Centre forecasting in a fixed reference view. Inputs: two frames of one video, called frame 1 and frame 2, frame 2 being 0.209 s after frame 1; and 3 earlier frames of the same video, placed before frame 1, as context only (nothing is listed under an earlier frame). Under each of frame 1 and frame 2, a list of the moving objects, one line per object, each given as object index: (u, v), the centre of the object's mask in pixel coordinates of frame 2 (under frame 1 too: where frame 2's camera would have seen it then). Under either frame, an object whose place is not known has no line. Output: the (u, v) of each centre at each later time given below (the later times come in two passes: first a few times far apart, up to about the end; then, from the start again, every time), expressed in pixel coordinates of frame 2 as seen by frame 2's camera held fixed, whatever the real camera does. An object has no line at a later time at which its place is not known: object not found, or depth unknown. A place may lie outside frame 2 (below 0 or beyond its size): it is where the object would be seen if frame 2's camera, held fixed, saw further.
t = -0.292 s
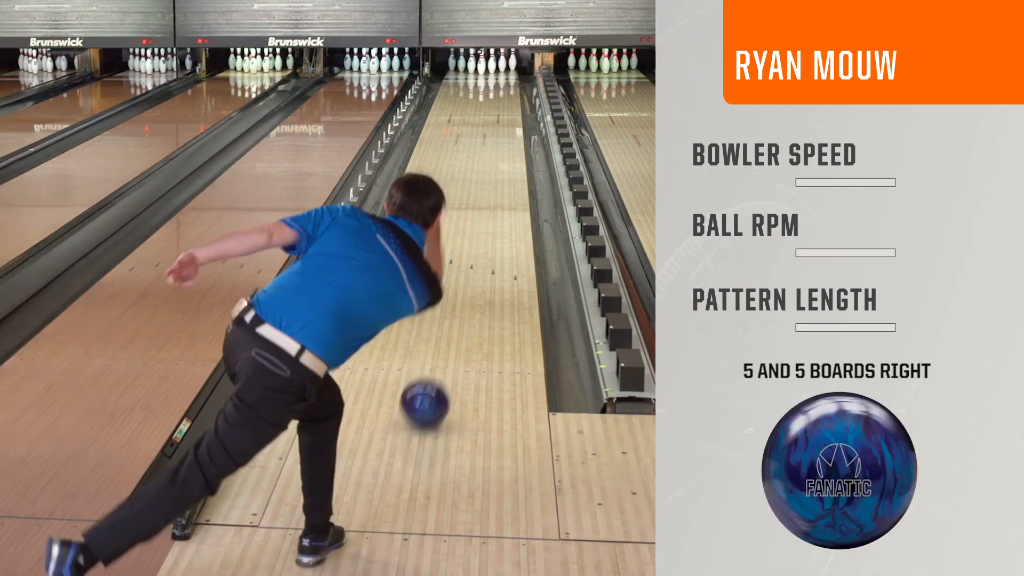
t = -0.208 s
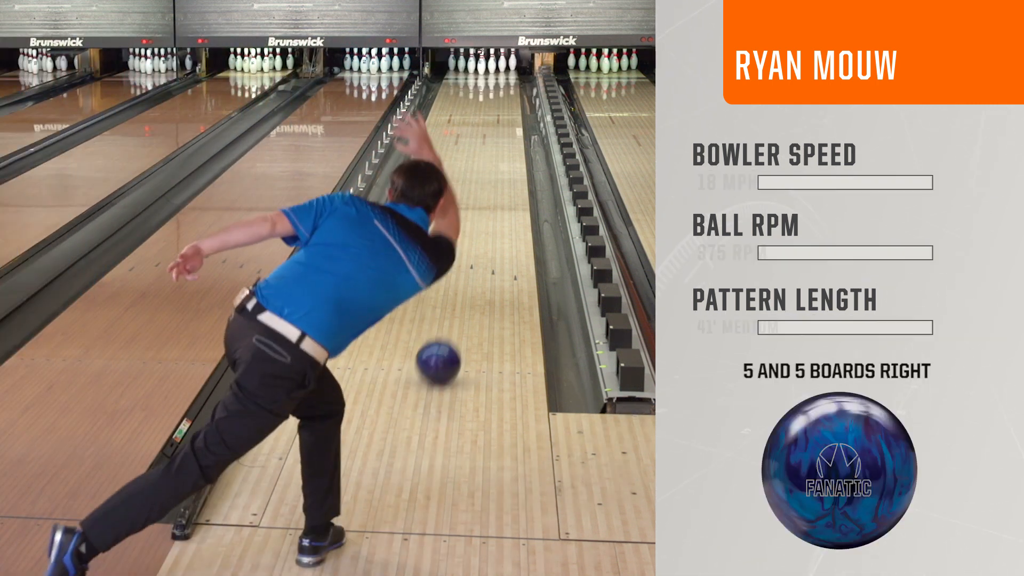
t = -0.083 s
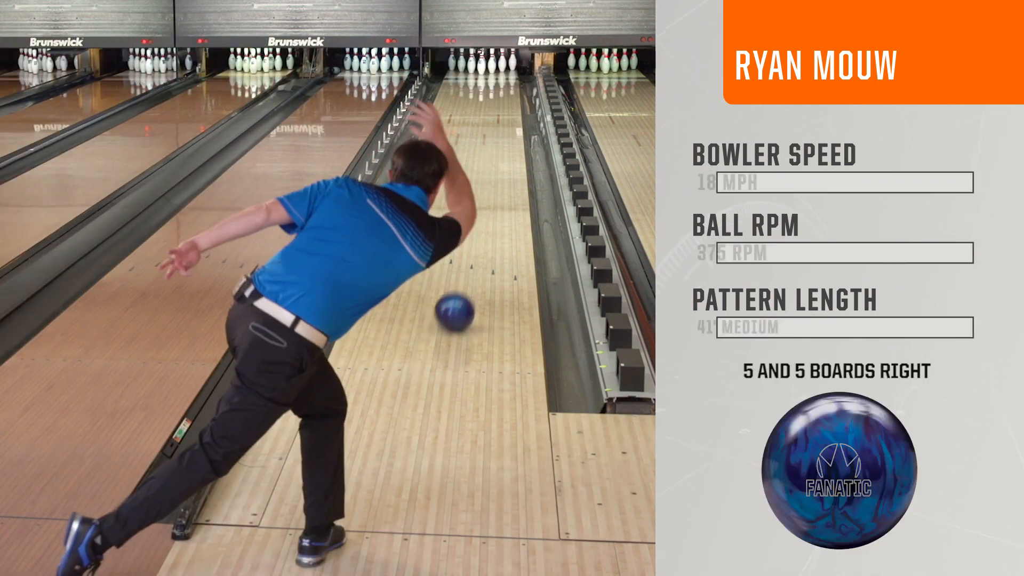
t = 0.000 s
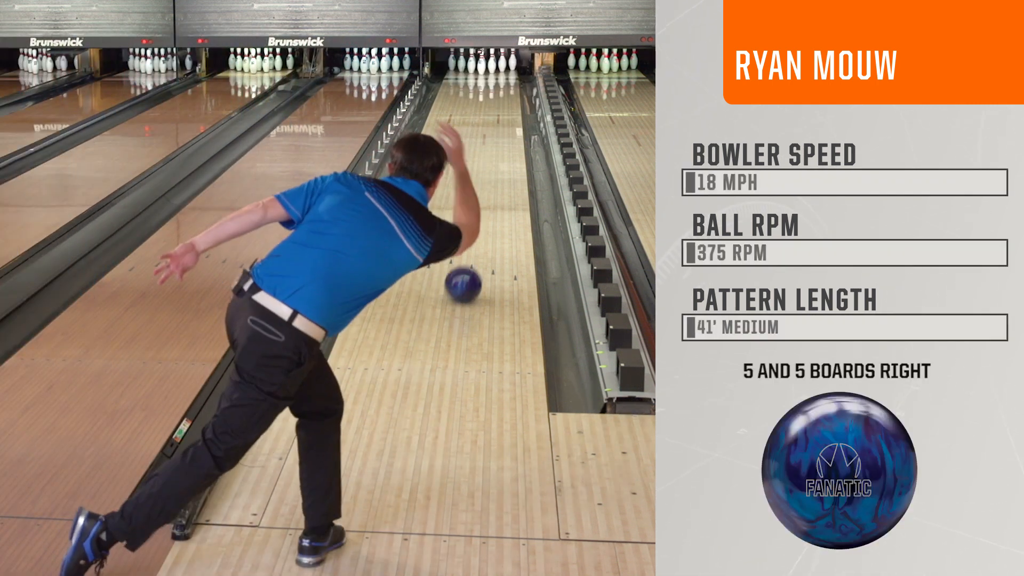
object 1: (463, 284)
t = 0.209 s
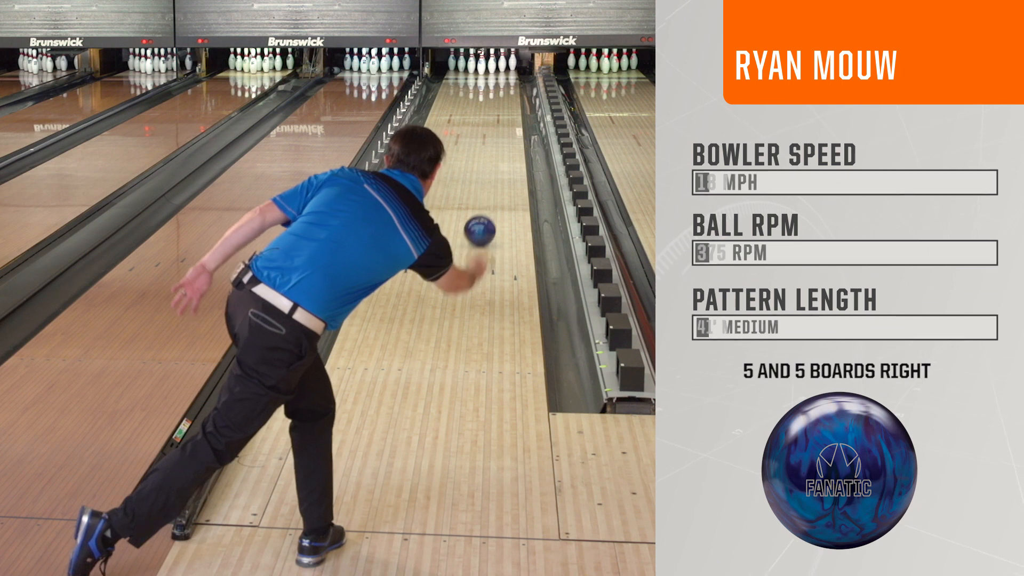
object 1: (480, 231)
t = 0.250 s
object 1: (482, 222)
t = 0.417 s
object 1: (491, 190)
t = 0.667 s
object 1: (501, 155)
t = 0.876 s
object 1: (506, 132)
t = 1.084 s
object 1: (509, 114)
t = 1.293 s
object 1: (509, 99)
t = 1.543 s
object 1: (503, 85)
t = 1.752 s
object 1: (494, 76)
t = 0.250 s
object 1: (482, 222)
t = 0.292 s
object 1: (485, 213)
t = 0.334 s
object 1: (487, 205)
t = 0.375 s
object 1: (489, 198)
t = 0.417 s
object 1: (491, 190)
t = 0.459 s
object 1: (493, 184)
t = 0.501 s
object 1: (495, 177)
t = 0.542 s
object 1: (496, 171)
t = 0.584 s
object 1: (498, 165)
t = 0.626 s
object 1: (500, 160)
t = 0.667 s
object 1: (501, 155)
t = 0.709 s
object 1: (502, 150)
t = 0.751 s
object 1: (503, 145)
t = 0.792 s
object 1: (504, 140)
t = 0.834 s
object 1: (505, 136)
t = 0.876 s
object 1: (506, 132)
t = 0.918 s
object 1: (507, 128)
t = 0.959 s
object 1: (508, 124)
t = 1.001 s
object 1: (509, 121)
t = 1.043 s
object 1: (509, 117)
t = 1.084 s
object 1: (509, 114)
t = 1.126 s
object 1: (509, 111)
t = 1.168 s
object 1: (510, 107)
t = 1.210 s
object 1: (510, 105)
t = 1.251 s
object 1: (510, 102)
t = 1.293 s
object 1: (509, 99)
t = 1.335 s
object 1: (509, 96)
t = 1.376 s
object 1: (508, 94)
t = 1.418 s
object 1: (507, 92)
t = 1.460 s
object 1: (506, 89)
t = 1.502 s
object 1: (504, 87)
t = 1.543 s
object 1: (503, 85)
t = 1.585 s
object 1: (502, 83)
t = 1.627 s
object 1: (500, 81)
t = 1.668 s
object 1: (498, 79)
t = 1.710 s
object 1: (496, 77)
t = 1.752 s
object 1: (494, 76)
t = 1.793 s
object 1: (492, 74)
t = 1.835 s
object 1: (490, 73)
